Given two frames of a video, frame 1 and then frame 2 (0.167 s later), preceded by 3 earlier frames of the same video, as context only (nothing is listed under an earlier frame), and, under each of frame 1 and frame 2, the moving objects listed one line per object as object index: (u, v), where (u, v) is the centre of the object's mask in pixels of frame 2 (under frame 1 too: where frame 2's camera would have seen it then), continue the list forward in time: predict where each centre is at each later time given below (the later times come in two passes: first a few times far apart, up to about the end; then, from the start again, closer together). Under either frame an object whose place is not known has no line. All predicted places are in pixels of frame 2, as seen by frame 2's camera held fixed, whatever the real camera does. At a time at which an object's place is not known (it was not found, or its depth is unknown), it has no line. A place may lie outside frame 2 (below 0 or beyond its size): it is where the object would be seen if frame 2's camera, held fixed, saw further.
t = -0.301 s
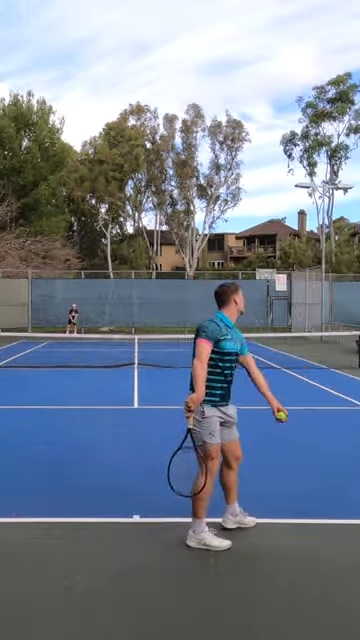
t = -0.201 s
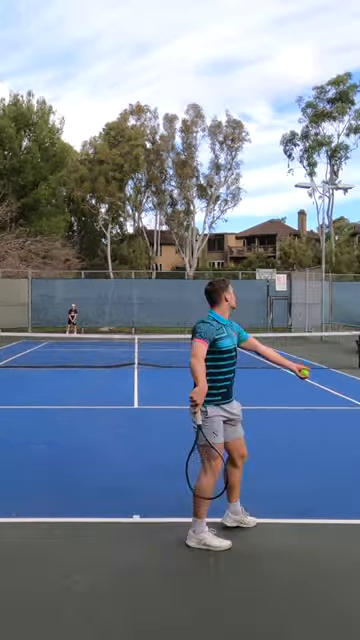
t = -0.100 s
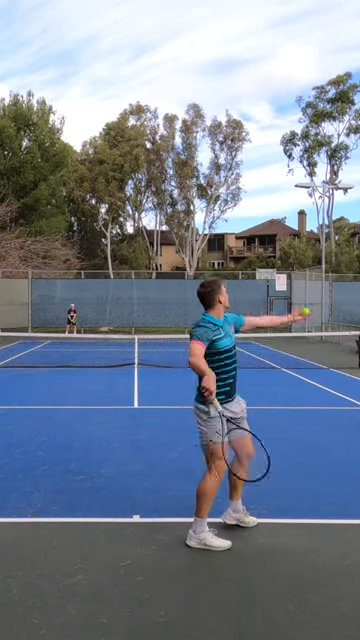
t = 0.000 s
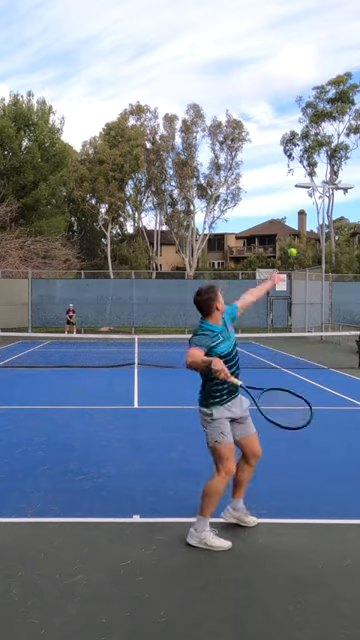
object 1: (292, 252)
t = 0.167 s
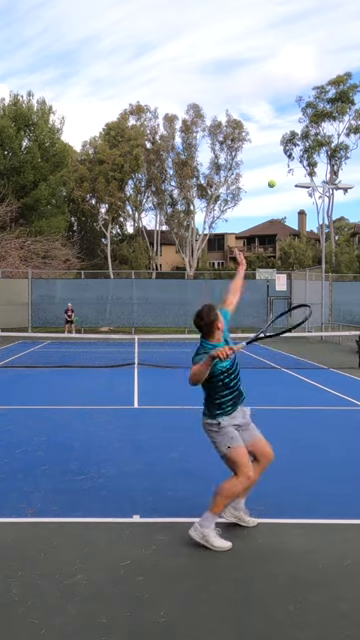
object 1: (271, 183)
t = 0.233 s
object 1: (263, 167)
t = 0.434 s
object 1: (241, 147)
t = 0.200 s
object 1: (267, 174)
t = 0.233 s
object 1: (263, 167)
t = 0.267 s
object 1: (260, 160)
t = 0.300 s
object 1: (256, 155)
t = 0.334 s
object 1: (252, 151)
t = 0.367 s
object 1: (248, 148)
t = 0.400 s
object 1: (244, 147)
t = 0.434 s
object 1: (241, 147)
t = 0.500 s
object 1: (235, 149)
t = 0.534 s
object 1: (231, 152)
